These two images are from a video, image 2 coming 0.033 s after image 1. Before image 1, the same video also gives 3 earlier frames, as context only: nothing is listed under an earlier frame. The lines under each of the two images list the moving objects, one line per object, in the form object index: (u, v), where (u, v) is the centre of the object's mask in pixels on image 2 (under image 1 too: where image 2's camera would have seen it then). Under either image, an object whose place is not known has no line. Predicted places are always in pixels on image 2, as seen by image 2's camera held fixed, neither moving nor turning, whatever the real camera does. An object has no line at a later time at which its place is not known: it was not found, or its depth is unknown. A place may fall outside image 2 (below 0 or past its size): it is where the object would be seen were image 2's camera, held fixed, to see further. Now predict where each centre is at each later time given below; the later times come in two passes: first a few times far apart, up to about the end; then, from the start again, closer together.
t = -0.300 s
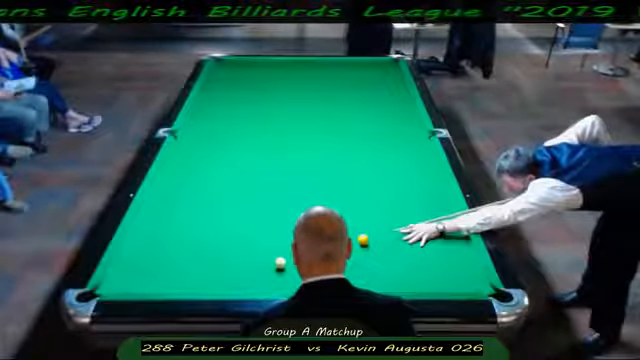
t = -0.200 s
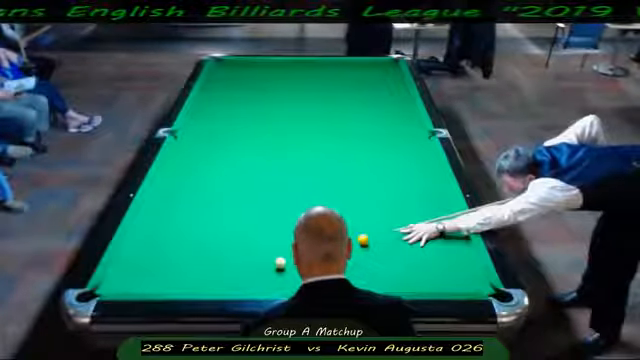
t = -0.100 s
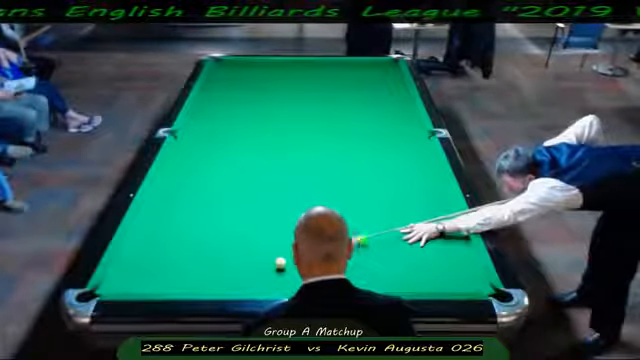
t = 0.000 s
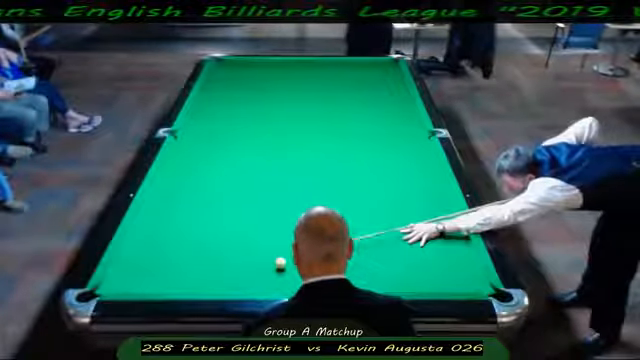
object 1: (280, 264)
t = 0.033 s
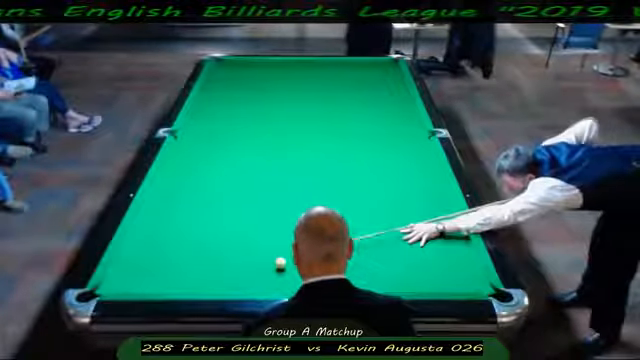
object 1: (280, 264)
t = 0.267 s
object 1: (280, 264)
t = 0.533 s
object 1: (280, 264)
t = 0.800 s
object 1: (279, 264)
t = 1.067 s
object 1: (275, 264)
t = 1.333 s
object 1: (273, 264)
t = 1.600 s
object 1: (271, 264)
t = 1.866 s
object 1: (271, 264)
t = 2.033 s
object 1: (272, 264)
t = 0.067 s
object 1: (280, 264)
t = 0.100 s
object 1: (280, 264)
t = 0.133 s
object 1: (280, 264)
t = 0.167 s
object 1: (280, 264)
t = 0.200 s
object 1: (280, 264)
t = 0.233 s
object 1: (280, 264)
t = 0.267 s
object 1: (280, 264)
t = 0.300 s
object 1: (280, 264)
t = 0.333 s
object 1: (280, 264)
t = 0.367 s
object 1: (280, 264)
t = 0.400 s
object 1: (280, 264)
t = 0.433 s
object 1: (280, 264)
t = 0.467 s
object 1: (280, 263)
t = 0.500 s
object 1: (280, 263)
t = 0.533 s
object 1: (280, 264)
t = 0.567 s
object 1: (280, 264)
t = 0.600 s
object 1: (280, 264)
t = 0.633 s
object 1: (280, 264)
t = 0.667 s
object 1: (280, 263)
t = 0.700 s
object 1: (280, 264)
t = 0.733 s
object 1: (279, 264)
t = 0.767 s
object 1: (279, 264)
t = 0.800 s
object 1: (279, 264)
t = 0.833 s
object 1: (279, 264)
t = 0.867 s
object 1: (278, 264)
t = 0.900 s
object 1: (278, 264)
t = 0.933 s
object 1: (278, 264)
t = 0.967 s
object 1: (276, 264)
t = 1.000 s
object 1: (276, 264)
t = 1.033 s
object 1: (275, 264)
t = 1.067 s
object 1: (275, 264)
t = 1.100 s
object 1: (275, 264)
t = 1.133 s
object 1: (274, 264)
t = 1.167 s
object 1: (274, 264)
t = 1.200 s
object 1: (274, 264)
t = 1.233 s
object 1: (274, 264)
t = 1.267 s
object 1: (273, 264)
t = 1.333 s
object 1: (273, 264)
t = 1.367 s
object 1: (272, 264)
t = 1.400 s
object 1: (272, 264)
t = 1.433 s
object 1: (272, 264)
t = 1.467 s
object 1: (271, 264)
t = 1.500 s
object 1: (271, 264)
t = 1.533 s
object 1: (271, 264)
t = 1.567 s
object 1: (272, 265)
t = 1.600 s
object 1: (271, 264)
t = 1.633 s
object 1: (272, 264)
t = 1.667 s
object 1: (271, 264)
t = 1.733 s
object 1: (271, 264)
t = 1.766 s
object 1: (271, 264)
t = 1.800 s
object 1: (271, 264)
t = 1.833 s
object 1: (271, 264)
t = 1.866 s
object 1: (271, 264)
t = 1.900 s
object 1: (271, 264)
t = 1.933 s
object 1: (271, 264)
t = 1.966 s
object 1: (271, 264)
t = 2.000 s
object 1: (271, 264)
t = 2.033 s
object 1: (272, 264)
